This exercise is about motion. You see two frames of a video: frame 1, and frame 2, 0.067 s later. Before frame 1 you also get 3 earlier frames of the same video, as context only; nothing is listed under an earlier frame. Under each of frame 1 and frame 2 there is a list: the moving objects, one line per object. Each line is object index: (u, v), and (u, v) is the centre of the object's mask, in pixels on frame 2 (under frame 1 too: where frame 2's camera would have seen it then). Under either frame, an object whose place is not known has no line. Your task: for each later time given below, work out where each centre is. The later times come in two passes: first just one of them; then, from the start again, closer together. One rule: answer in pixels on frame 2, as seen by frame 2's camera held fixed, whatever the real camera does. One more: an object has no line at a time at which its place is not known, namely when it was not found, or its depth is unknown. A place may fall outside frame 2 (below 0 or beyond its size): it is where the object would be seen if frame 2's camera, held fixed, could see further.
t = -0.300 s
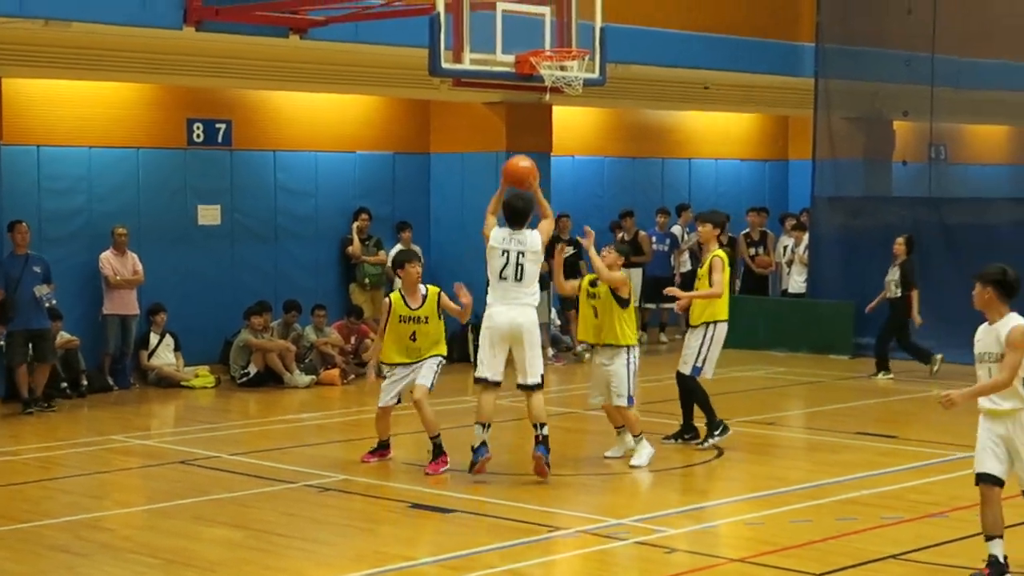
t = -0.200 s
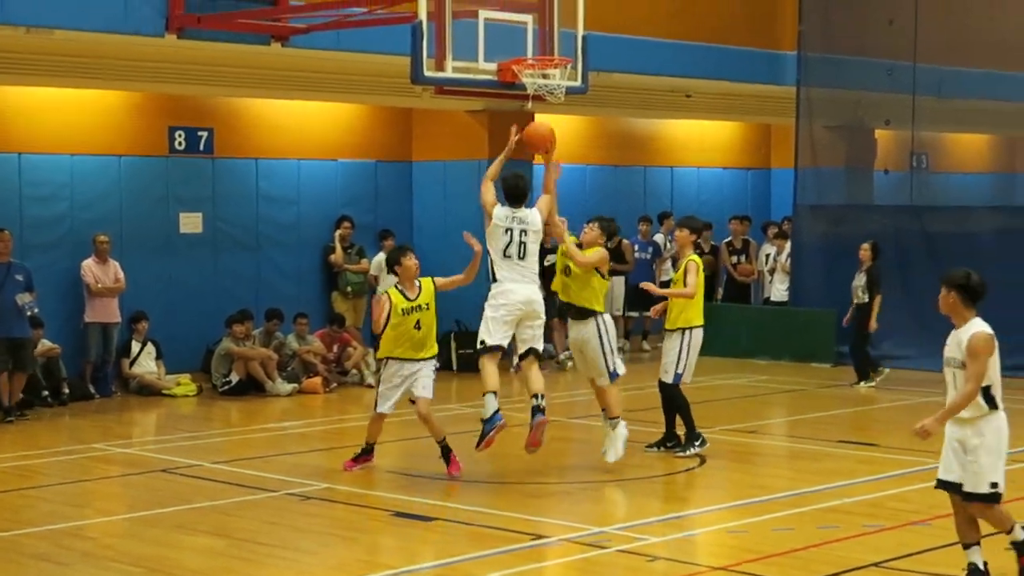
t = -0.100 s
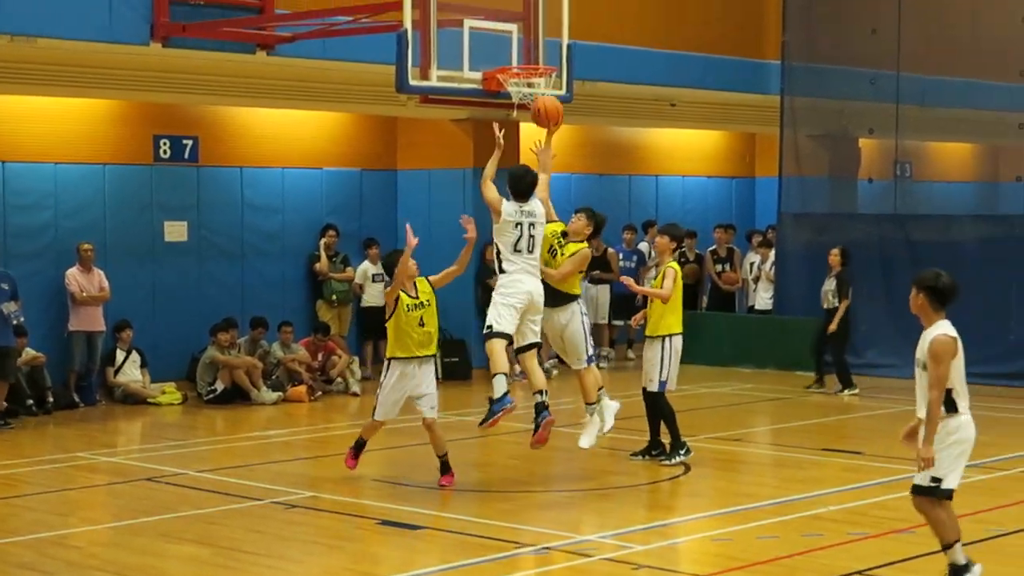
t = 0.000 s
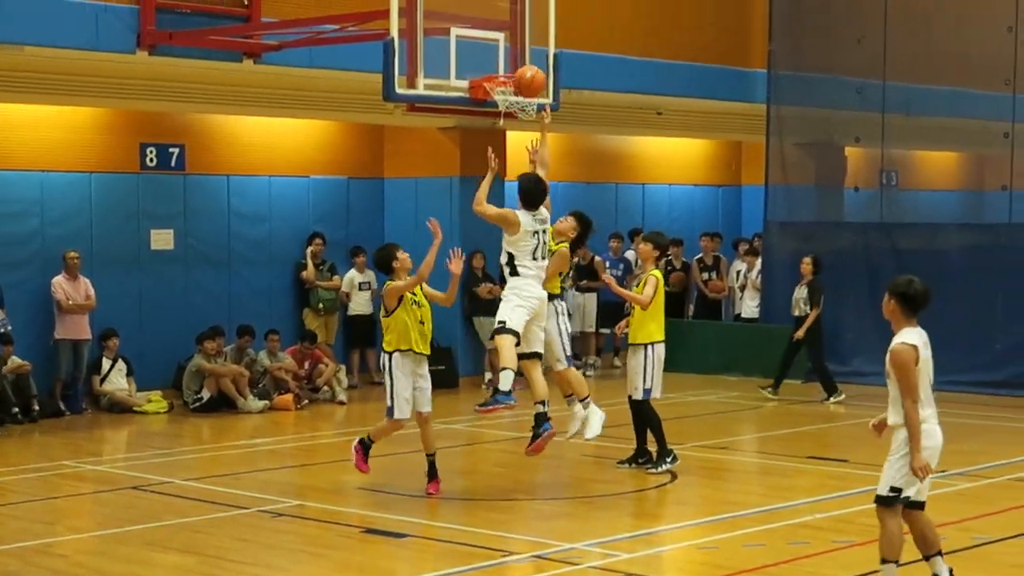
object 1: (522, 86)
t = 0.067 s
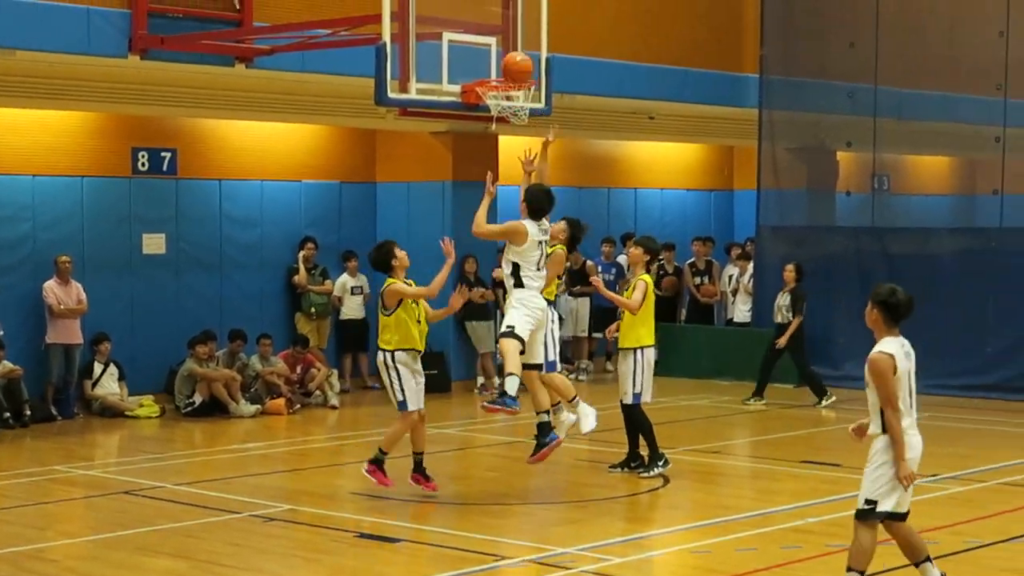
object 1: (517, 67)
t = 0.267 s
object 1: (502, 48)
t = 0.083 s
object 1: (515, 64)
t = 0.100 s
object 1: (514, 61)
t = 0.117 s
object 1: (513, 58)
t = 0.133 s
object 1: (512, 56)
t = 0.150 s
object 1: (511, 53)
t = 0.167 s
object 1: (510, 51)
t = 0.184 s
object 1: (508, 50)
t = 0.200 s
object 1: (507, 49)
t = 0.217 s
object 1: (505, 48)
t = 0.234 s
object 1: (504, 48)
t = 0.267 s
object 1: (502, 48)
